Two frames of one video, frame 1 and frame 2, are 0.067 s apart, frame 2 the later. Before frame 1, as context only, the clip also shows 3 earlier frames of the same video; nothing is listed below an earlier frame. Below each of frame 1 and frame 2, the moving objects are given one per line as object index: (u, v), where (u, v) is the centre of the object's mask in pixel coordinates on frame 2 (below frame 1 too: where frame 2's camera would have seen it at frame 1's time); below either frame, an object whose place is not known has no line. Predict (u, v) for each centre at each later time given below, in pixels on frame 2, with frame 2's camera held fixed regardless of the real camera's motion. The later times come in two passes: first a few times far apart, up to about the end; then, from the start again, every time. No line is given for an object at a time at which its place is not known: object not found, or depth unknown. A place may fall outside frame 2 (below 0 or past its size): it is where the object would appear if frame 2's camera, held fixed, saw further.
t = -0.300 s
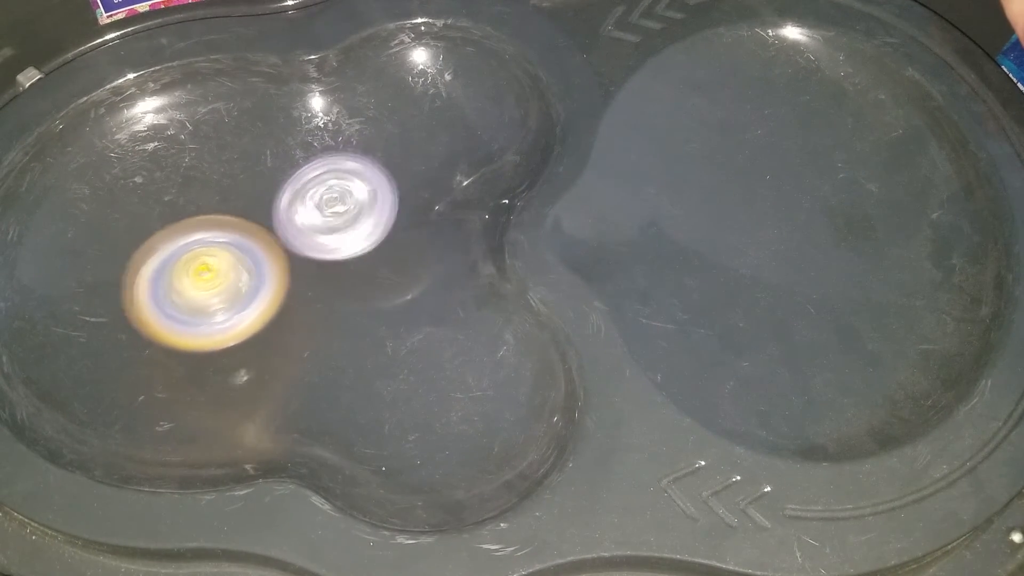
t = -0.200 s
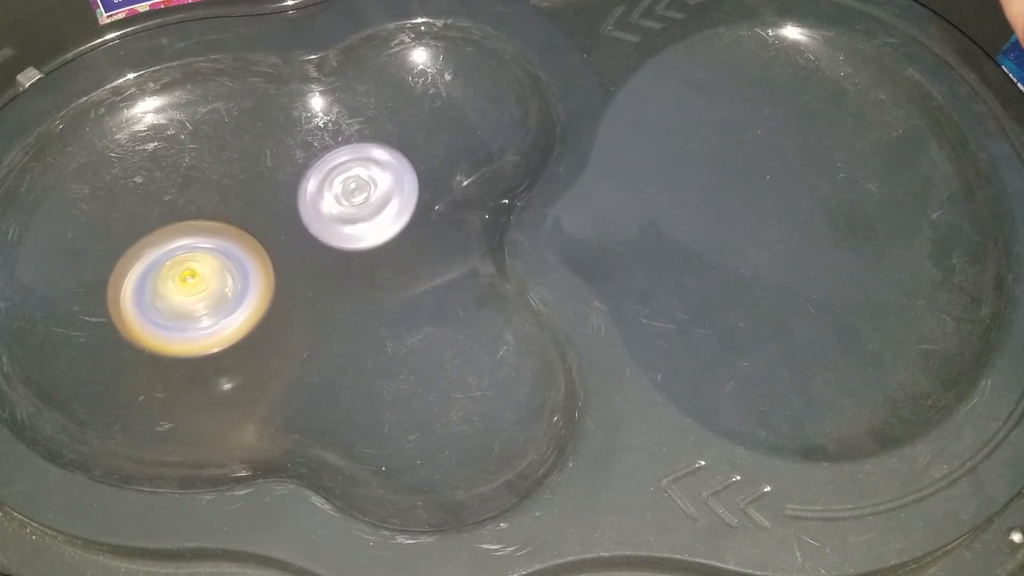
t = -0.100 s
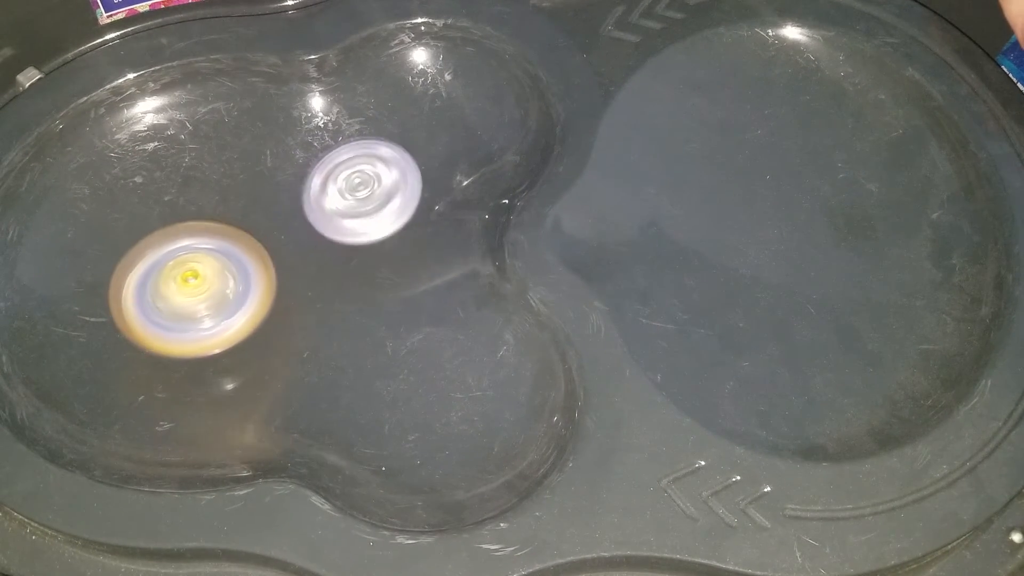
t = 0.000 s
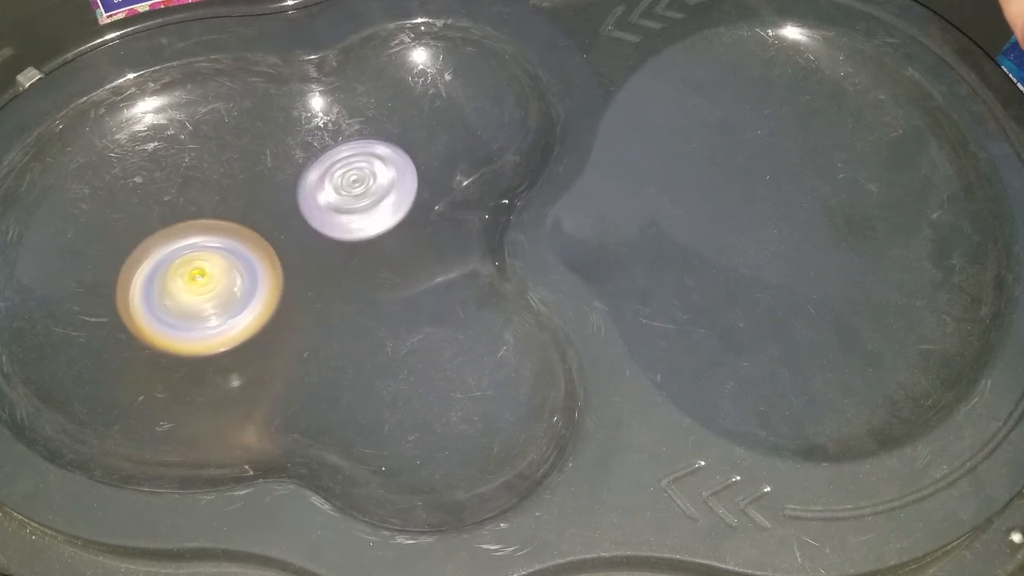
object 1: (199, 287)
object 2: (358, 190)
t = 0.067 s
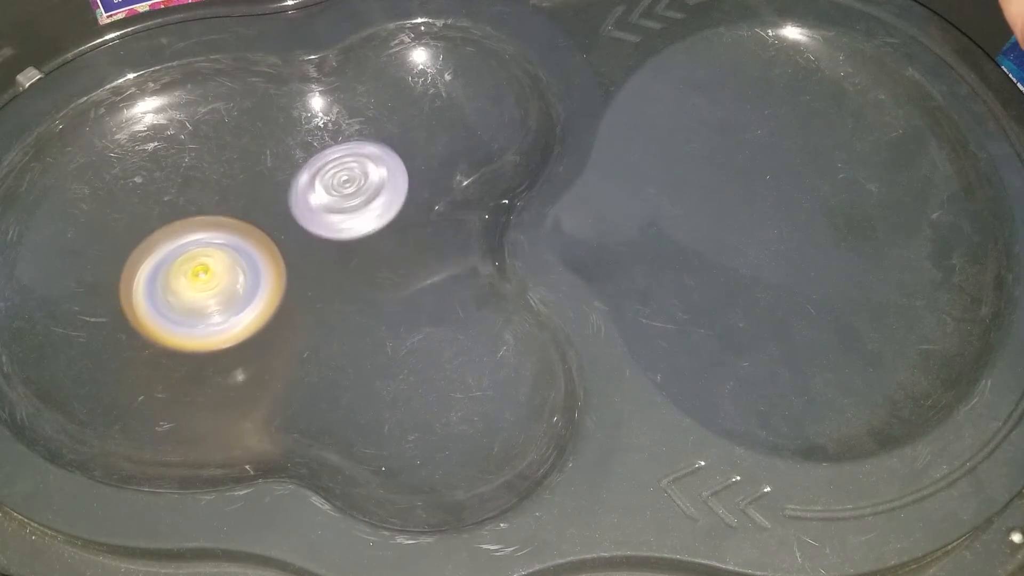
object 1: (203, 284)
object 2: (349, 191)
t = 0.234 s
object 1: (200, 275)
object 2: (320, 195)
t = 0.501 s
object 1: (188, 283)
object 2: (299, 194)
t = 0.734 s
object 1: (193, 285)
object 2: (357, 197)
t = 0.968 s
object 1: (215, 271)
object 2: (409, 173)
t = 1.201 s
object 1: (224, 261)
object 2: (392, 156)
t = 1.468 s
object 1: (205, 263)
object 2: (319, 170)
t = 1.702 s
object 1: (175, 294)
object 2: (410, 143)
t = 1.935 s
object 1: (211, 301)
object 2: (475, 97)
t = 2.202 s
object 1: (231, 279)
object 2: (345, 192)
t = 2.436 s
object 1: (200, 288)
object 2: (325, 193)
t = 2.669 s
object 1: (212, 290)
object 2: (316, 192)
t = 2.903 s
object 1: (195, 280)
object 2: (383, 178)
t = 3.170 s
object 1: (212, 269)
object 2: (389, 166)
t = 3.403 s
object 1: (203, 280)
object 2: (293, 174)
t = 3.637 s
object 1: (210, 294)
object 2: (308, 188)
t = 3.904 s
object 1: (218, 284)
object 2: (358, 232)
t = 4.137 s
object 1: (147, 277)
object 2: (386, 255)
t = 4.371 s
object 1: (121, 261)
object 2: (357, 339)
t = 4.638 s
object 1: (171, 262)
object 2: (357, 355)
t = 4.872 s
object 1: (221, 251)
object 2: (351, 355)
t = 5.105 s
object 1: (251, 254)
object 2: (348, 356)
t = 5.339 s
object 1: (255, 267)
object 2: (348, 356)
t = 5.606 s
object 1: (242, 294)
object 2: (348, 356)
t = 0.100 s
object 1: (204, 281)
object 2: (343, 191)
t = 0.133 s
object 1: (205, 279)
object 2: (336, 192)
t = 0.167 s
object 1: (205, 277)
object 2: (328, 194)
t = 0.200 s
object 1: (205, 275)
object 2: (321, 195)
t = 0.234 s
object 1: (200, 275)
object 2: (320, 195)
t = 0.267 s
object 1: (196, 275)
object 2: (318, 195)
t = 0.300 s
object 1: (193, 275)
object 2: (311, 195)
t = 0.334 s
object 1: (190, 276)
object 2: (307, 194)
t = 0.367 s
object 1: (189, 277)
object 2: (304, 194)
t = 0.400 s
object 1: (188, 278)
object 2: (301, 193)
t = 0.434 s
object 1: (187, 280)
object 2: (301, 193)
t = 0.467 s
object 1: (187, 282)
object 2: (300, 193)
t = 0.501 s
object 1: (188, 283)
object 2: (299, 194)
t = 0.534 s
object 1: (190, 283)
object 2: (301, 194)
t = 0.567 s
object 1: (191, 283)
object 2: (304, 195)
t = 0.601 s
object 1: (186, 285)
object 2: (320, 192)
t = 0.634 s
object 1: (185, 286)
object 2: (331, 192)
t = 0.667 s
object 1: (186, 286)
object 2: (339, 193)
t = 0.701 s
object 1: (189, 285)
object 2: (347, 195)
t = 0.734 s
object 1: (193, 285)
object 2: (357, 197)
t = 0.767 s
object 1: (197, 283)
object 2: (367, 197)
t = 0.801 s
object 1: (202, 281)
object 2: (377, 196)
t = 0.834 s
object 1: (205, 279)
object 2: (387, 193)
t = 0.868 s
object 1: (208, 277)
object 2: (395, 189)
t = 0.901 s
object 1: (210, 274)
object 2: (401, 184)
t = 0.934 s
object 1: (213, 272)
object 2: (406, 178)
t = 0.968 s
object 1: (215, 271)
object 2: (409, 173)
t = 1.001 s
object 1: (217, 269)
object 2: (409, 170)
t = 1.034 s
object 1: (219, 268)
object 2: (410, 165)
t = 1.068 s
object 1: (221, 266)
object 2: (409, 162)
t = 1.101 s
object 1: (222, 265)
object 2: (407, 158)
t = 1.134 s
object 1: (223, 264)
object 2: (402, 157)
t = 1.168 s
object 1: (224, 262)
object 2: (398, 157)
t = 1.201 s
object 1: (224, 261)
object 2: (392, 156)
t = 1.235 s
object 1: (224, 260)
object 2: (385, 156)
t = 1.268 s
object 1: (224, 259)
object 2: (376, 155)
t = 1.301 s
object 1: (224, 258)
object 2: (362, 157)
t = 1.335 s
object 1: (224, 258)
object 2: (347, 161)
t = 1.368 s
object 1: (224, 257)
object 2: (326, 167)
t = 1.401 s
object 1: (217, 259)
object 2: (321, 168)
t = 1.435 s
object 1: (209, 262)
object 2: (321, 168)
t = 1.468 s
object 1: (205, 263)
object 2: (319, 170)
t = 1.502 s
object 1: (202, 264)
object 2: (315, 172)
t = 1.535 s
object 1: (201, 265)
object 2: (311, 174)
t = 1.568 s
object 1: (201, 266)
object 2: (309, 178)
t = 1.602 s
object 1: (188, 274)
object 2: (331, 170)
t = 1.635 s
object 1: (178, 281)
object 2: (363, 156)
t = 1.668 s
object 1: (175, 288)
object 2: (387, 148)
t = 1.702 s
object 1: (175, 294)
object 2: (410, 143)
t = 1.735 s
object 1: (178, 298)
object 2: (433, 139)
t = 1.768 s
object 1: (182, 301)
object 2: (455, 133)
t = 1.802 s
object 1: (187, 303)
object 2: (475, 125)
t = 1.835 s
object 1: (193, 304)
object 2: (488, 114)
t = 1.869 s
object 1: (199, 304)
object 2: (491, 105)
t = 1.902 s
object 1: (205, 303)
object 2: (486, 99)
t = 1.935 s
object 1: (211, 301)
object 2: (475, 97)
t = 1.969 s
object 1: (216, 298)
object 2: (461, 102)
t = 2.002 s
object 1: (221, 295)
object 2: (444, 109)
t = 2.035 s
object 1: (225, 293)
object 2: (427, 118)
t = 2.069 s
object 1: (228, 290)
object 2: (412, 132)
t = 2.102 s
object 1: (229, 287)
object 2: (396, 149)
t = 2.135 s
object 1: (231, 284)
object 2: (380, 164)
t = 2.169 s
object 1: (231, 282)
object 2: (363, 177)
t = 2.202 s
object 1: (231, 279)
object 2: (345, 192)
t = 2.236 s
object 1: (222, 280)
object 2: (338, 198)
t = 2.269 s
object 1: (214, 282)
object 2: (337, 199)
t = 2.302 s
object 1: (211, 283)
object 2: (330, 200)
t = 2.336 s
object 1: (209, 284)
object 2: (326, 200)
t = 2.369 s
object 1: (208, 284)
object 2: (320, 200)
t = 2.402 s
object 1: (204, 286)
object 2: (321, 199)
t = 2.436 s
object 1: (200, 288)
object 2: (325, 193)
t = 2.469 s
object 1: (200, 290)
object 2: (329, 190)
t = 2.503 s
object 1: (200, 291)
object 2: (328, 191)
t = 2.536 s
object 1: (203, 292)
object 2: (324, 191)
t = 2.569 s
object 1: (205, 292)
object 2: (322, 191)
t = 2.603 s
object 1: (207, 292)
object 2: (320, 189)
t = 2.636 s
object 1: (209, 291)
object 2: (319, 191)
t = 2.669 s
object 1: (212, 290)
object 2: (316, 192)
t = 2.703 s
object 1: (211, 289)
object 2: (317, 194)
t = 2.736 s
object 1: (203, 290)
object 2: (334, 185)
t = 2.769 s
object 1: (197, 289)
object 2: (347, 178)
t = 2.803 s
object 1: (194, 287)
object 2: (358, 176)
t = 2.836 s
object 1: (193, 285)
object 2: (365, 177)
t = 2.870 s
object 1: (194, 282)
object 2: (374, 178)
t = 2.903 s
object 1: (195, 280)
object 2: (383, 178)
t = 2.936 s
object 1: (198, 278)
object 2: (390, 179)
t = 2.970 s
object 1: (200, 276)
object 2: (395, 178)
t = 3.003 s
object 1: (203, 274)
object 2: (397, 177)
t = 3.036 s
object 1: (205, 273)
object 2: (399, 174)
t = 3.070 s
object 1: (207, 271)
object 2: (396, 174)
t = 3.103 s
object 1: (209, 271)
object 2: (396, 171)
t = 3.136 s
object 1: (210, 270)
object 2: (395, 170)
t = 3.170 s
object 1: (212, 269)
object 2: (389, 166)
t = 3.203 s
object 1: (213, 269)
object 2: (379, 166)
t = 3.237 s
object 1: (214, 268)
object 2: (364, 165)
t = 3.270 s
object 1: (215, 268)
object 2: (345, 168)
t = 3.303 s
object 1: (214, 268)
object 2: (323, 170)
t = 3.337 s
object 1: (213, 270)
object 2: (305, 173)
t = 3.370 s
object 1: (207, 275)
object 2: (296, 174)
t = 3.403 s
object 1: (203, 280)
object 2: (293, 174)
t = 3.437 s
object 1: (201, 282)
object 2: (288, 173)
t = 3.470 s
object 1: (201, 283)
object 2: (284, 175)
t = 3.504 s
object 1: (200, 287)
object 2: (289, 172)
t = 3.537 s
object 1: (201, 291)
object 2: (295, 173)
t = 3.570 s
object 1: (203, 293)
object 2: (299, 173)
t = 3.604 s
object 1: (206, 294)
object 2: (302, 179)
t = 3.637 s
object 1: (210, 294)
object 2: (308, 188)
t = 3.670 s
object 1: (214, 293)
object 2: (318, 198)
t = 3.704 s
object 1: (217, 291)
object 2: (329, 207)
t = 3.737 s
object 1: (217, 290)
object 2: (346, 210)
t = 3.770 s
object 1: (216, 288)
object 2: (355, 214)
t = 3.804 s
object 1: (217, 287)
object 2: (361, 220)
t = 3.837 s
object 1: (218, 286)
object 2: (362, 223)
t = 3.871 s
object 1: (219, 285)
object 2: (360, 225)
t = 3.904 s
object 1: (218, 284)
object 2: (358, 232)
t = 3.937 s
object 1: (191, 283)
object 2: (403, 231)
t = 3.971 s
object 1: (167, 283)
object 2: (437, 231)
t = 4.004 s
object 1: (151, 282)
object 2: (456, 231)
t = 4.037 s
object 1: (142, 281)
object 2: (459, 232)
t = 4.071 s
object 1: (141, 280)
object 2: (444, 234)
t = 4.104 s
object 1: (143, 278)
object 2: (417, 246)
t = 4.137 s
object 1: (147, 277)
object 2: (386, 255)
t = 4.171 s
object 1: (151, 277)
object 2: (355, 264)
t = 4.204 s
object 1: (155, 277)
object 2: (325, 274)
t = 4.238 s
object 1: (160, 277)
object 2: (297, 283)
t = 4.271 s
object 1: (150, 274)
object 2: (300, 286)
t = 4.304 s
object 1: (134, 269)
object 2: (330, 304)
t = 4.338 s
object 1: (123, 264)
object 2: (348, 321)
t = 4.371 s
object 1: (121, 261)
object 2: (357, 339)
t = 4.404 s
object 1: (123, 259)
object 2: (357, 349)
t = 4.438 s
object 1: (128, 258)
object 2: (357, 351)
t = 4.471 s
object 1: (134, 258)
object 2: (364, 351)
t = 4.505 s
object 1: (142, 259)
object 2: (366, 352)
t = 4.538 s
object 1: (149, 259)
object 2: (364, 352)
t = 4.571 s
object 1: (157, 261)
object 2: (362, 353)
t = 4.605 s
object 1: (165, 262)
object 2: (360, 354)
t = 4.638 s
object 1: (171, 262)
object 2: (357, 355)
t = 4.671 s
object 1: (179, 261)
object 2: (353, 357)
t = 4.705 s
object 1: (187, 259)
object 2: (348, 360)
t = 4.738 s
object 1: (194, 257)
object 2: (345, 362)
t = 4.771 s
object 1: (202, 255)
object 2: (345, 362)
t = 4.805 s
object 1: (208, 253)
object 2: (347, 359)
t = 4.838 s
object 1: (215, 252)
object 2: (350, 356)
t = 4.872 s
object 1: (221, 251)
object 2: (351, 355)
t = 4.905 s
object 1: (227, 251)
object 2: (349, 356)
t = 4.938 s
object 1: (232, 250)
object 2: (348, 357)
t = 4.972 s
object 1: (236, 250)
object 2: (348, 357)
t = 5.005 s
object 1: (240, 250)
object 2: (349, 356)
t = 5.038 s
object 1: (245, 251)
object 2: (349, 356)
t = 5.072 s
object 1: (248, 252)
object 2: (348, 356)
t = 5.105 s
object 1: (251, 254)
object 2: (348, 356)
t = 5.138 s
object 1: (252, 255)
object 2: (348, 356)
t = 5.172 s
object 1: (253, 256)
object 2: (348, 356)
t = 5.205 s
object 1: (253, 258)
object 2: (348, 356)
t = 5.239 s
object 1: (253, 260)
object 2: (348, 356)
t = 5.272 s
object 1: (254, 263)
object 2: (348, 356)
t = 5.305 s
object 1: (255, 265)
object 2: (348, 356)
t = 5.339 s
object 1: (255, 267)
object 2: (348, 356)
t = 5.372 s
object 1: (255, 270)
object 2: (348, 356)
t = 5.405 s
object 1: (253, 273)
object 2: (348, 356)
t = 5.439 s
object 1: (251, 276)
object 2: (348, 356)
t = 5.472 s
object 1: (249, 279)
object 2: (348, 356)
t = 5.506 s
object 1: (248, 283)
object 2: (348, 356)
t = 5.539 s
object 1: (245, 287)
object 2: (348, 356)
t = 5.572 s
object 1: (244, 290)
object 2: (348, 356)
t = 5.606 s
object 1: (242, 294)
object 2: (348, 356)
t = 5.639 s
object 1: (240, 298)
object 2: (348, 356)
